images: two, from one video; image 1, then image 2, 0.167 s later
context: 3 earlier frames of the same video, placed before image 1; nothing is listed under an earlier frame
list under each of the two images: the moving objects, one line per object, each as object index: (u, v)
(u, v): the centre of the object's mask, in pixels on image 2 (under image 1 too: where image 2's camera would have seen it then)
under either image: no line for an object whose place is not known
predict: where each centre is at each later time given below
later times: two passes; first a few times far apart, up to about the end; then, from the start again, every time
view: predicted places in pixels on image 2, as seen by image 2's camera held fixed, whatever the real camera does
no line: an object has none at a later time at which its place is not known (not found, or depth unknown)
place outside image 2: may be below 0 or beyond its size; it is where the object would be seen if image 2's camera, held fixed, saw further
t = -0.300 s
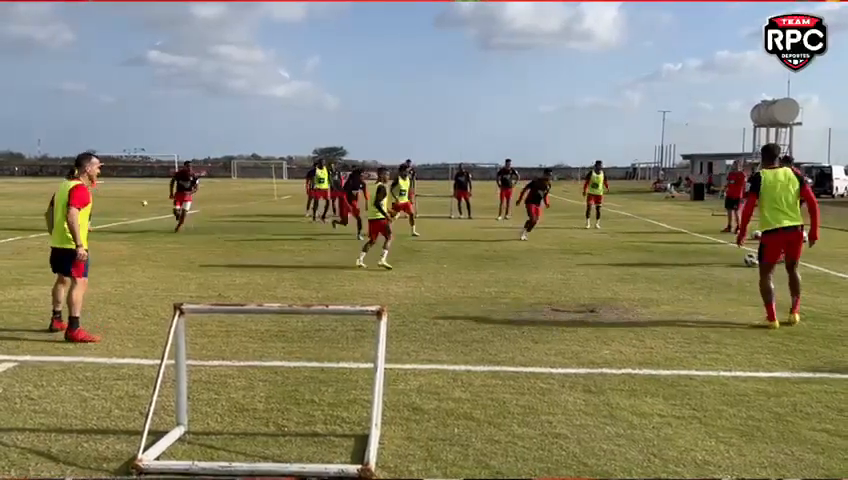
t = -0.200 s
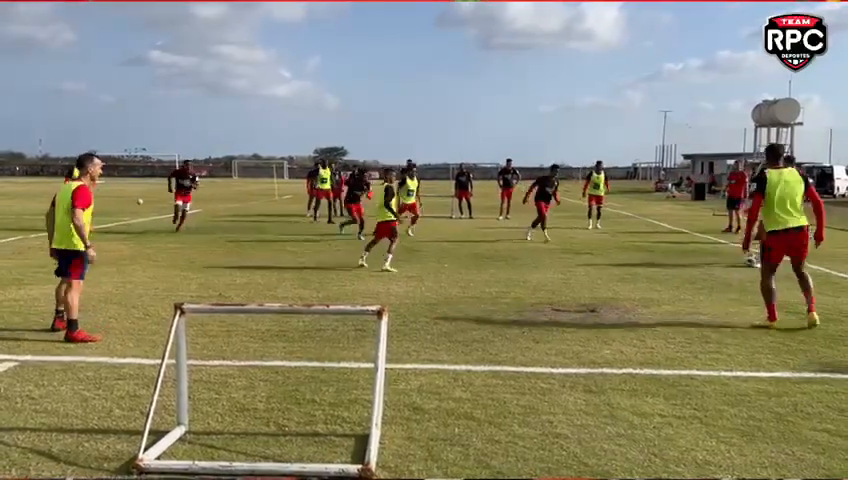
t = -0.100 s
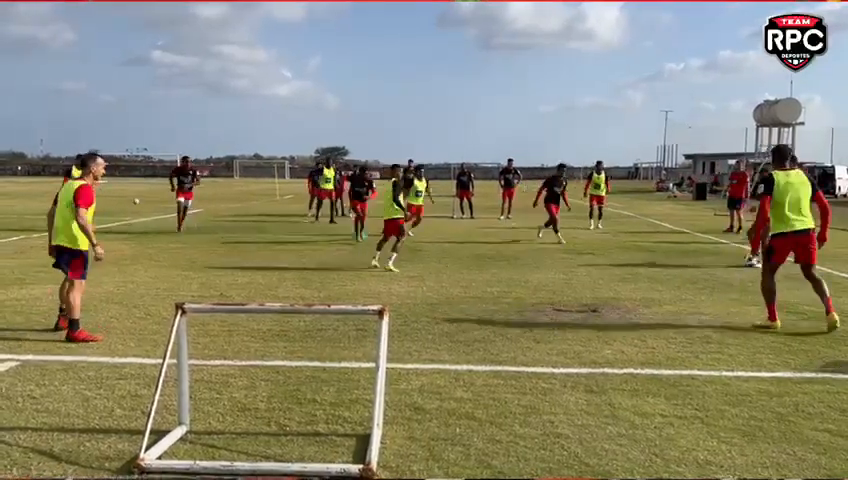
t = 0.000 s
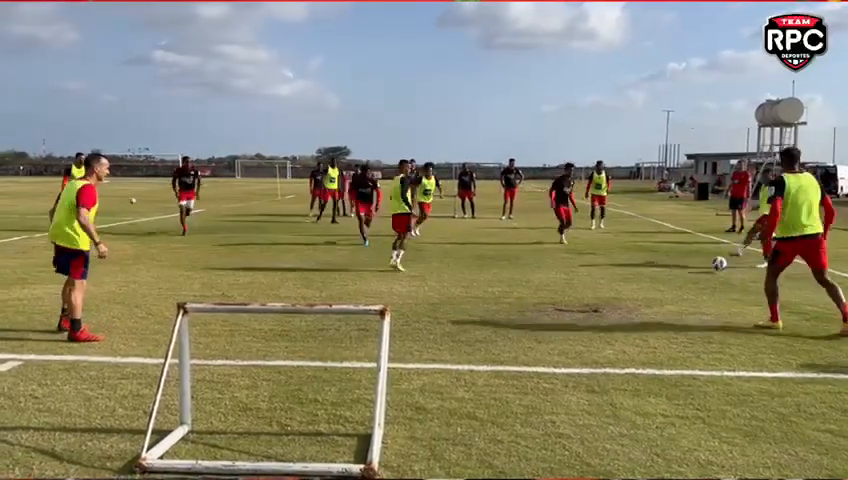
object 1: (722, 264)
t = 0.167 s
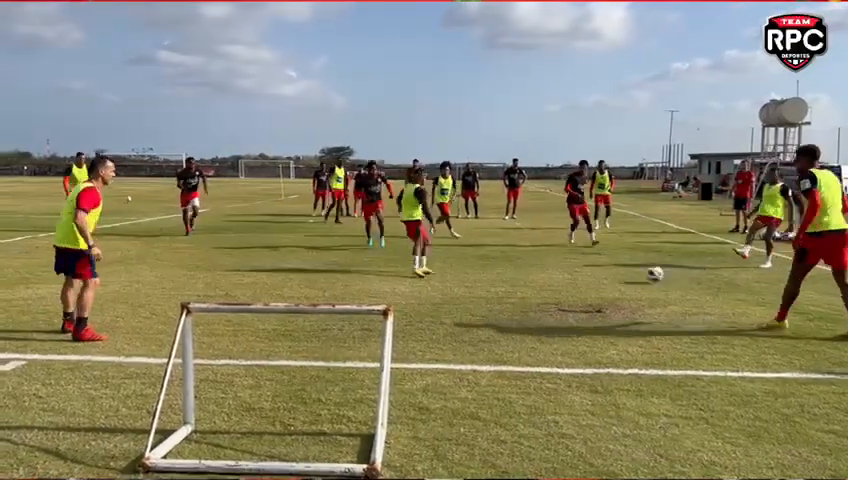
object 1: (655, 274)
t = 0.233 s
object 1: (626, 276)
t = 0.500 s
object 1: (498, 296)
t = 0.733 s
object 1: (374, 324)
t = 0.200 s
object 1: (641, 274)
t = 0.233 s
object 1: (626, 276)
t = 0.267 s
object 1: (611, 279)
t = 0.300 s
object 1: (596, 282)
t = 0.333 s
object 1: (579, 287)
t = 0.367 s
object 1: (564, 289)
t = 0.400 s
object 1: (548, 289)
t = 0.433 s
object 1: (532, 291)
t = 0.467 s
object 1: (516, 292)
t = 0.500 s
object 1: (498, 296)
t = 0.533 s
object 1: (481, 302)
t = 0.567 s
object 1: (464, 304)
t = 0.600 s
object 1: (448, 305)
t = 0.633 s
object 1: (430, 308)
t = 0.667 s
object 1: (413, 311)
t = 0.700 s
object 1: (400, 315)
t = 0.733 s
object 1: (374, 324)
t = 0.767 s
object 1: (359, 322)
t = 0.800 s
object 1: (341, 322)
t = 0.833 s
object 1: (322, 324)
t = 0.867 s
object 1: (302, 326)
